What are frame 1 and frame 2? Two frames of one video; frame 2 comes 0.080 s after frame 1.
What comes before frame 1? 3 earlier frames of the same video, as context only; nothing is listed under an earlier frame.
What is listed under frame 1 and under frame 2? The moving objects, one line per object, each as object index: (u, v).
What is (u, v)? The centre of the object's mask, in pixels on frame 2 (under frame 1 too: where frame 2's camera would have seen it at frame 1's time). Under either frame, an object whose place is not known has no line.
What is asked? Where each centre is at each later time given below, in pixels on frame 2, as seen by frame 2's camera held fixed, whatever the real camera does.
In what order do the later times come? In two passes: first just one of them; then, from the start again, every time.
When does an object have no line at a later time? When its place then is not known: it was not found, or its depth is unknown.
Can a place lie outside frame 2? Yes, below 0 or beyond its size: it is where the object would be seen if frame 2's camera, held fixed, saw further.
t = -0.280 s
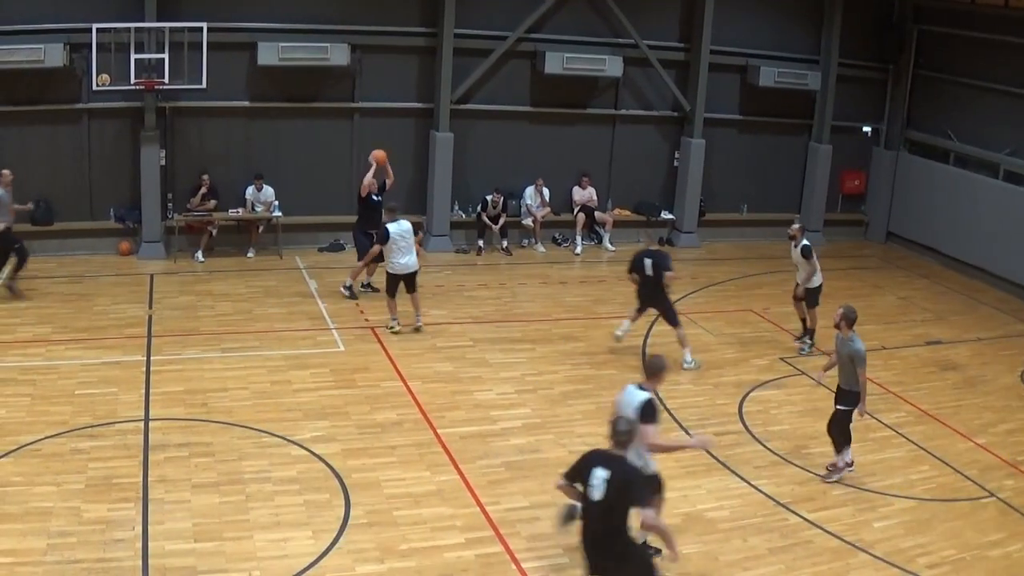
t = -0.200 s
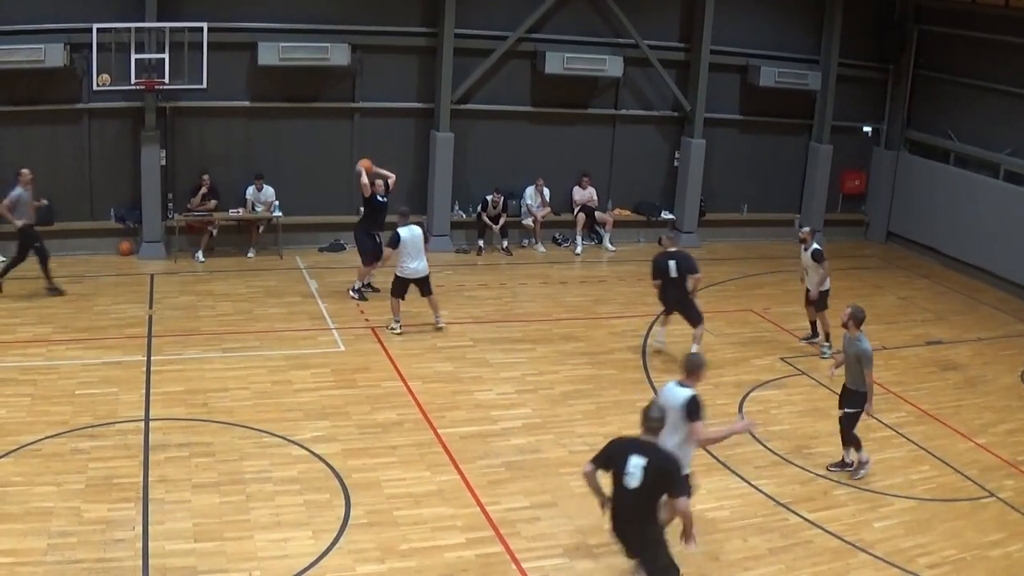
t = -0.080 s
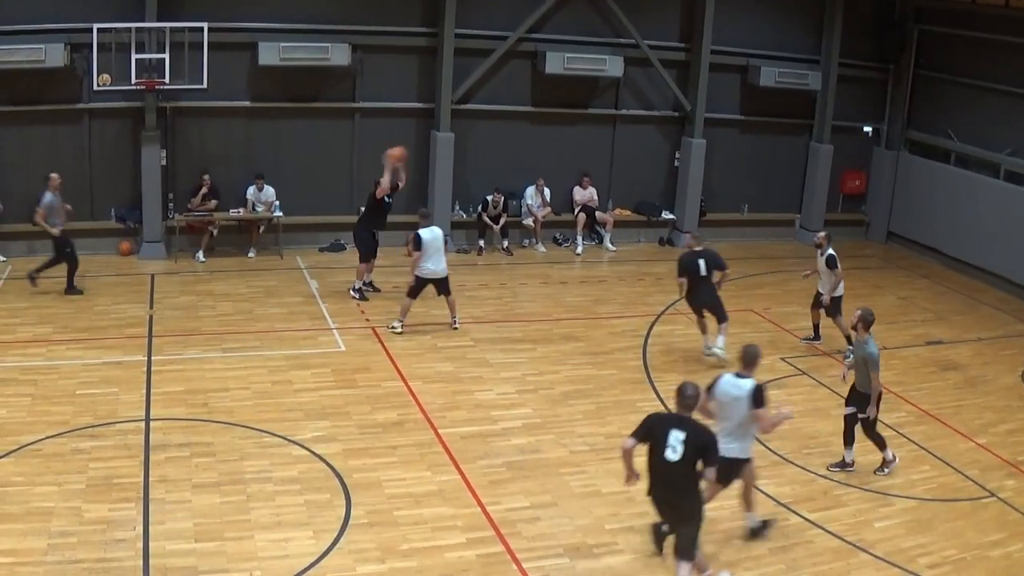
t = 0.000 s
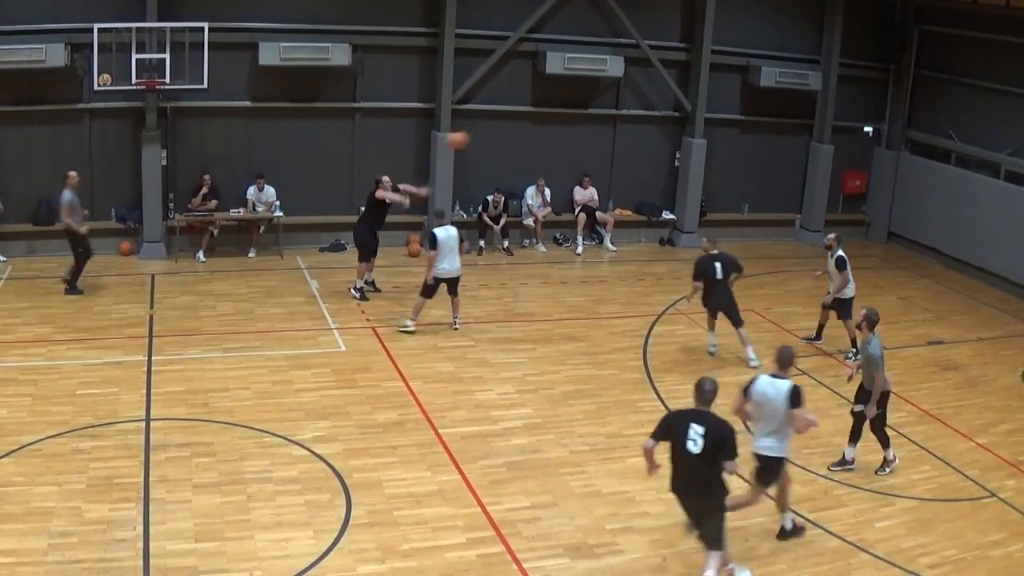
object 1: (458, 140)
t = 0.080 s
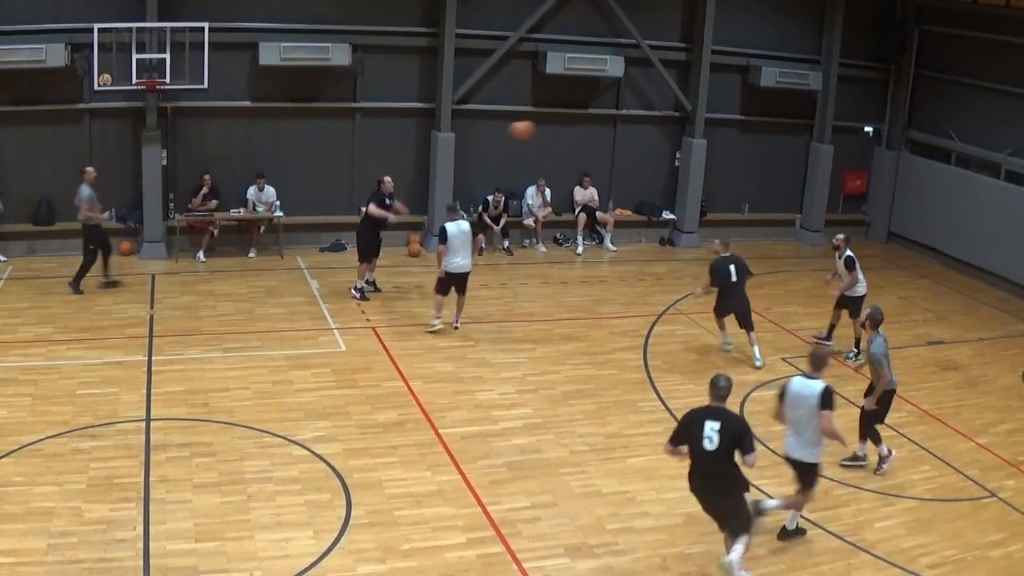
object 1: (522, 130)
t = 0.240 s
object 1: (657, 125)
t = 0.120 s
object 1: (555, 126)
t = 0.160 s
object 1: (589, 125)
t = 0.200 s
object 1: (623, 124)
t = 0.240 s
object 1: (657, 125)
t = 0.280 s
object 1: (692, 127)
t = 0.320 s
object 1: (727, 131)
